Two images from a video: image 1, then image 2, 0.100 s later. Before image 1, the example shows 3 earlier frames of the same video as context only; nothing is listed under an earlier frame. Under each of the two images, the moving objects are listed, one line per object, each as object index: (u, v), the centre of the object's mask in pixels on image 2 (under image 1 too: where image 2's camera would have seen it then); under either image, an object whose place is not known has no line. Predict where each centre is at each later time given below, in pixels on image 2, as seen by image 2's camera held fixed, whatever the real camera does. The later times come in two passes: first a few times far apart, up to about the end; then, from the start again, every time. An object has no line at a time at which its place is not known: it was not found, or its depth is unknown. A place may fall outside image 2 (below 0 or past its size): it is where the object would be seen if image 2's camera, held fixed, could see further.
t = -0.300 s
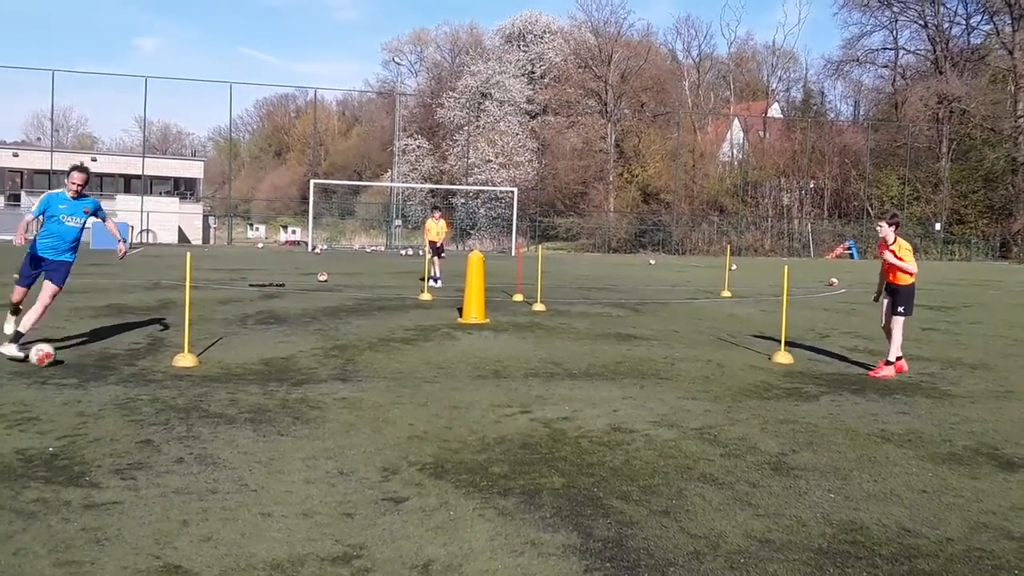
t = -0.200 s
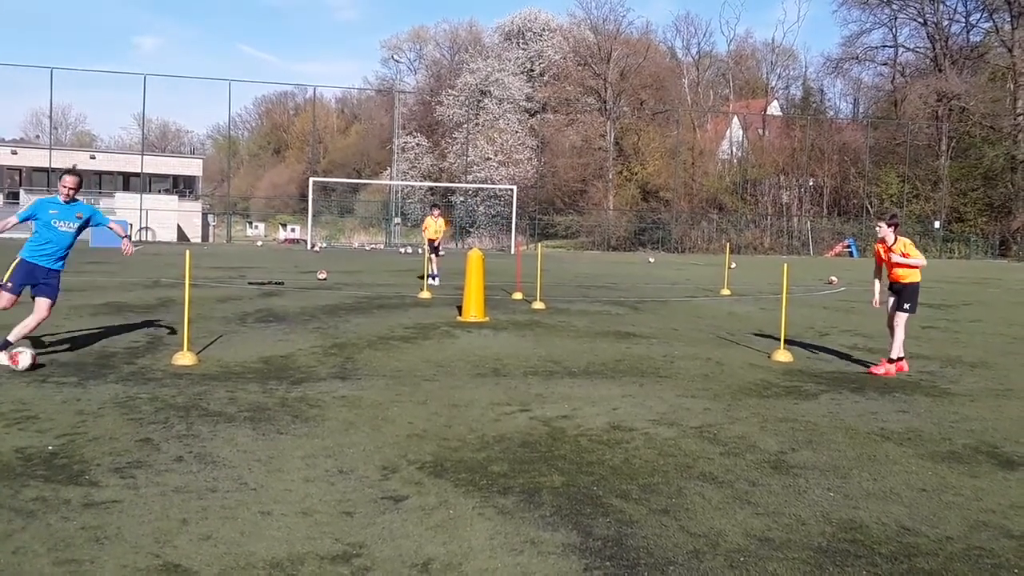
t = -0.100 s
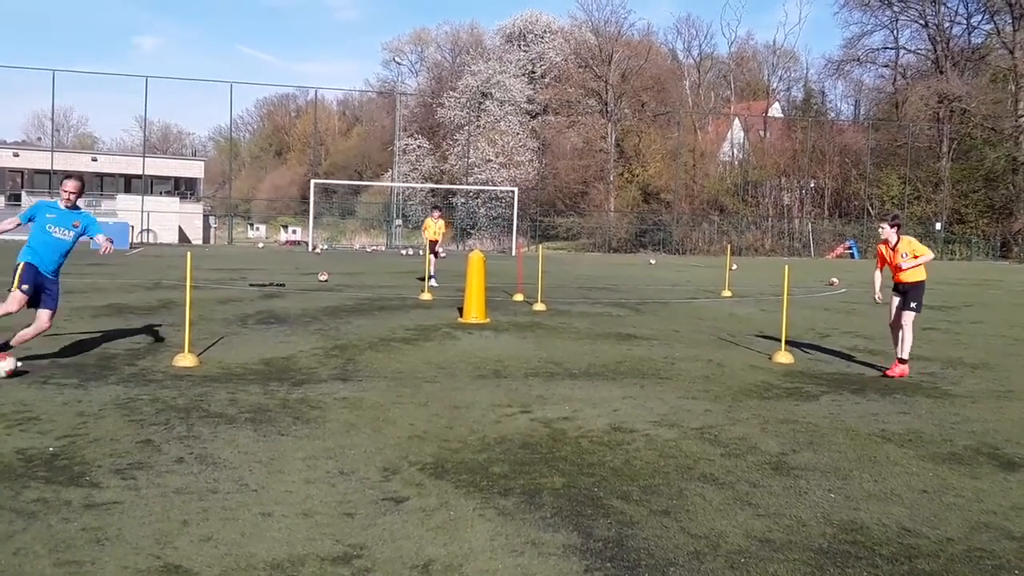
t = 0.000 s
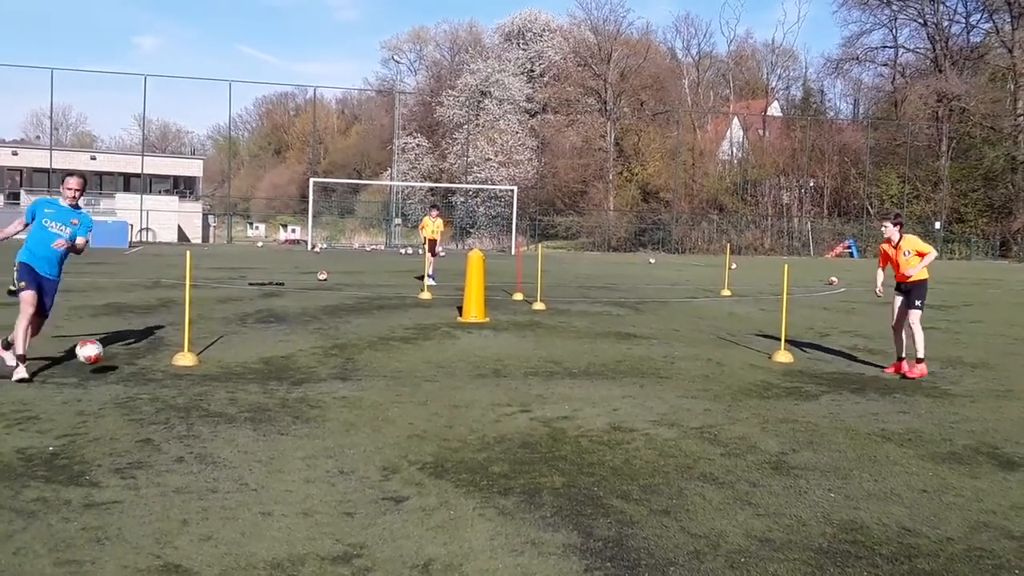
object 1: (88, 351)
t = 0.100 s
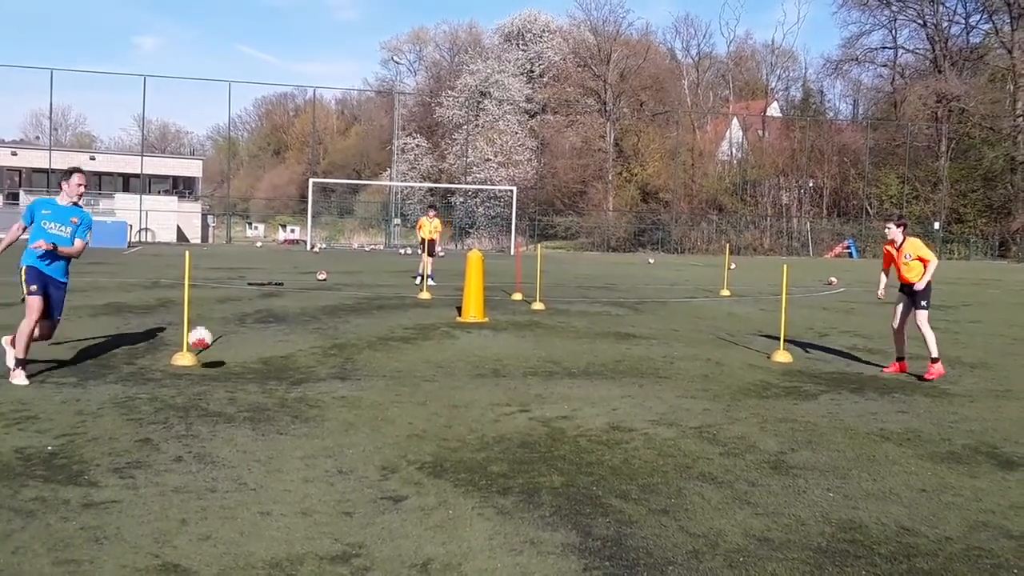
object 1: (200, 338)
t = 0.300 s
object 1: (398, 348)
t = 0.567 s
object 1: (586, 347)
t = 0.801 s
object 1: (721, 350)
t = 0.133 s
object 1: (235, 336)
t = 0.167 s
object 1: (270, 336)
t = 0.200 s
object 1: (304, 337)
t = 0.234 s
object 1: (336, 340)
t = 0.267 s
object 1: (368, 344)
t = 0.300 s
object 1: (398, 348)
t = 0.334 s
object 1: (428, 355)
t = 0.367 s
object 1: (456, 359)
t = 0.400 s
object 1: (478, 354)
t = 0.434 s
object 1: (501, 350)
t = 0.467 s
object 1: (523, 347)
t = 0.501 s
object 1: (544, 346)
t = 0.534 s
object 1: (565, 346)
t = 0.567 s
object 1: (586, 347)
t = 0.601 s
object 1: (606, 349)
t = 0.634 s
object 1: (626, 352)
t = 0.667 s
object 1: (646, 357)
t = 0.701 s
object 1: (665, 357)
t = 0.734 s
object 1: (684, 353)
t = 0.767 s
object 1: (703, 351)
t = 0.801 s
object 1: (721, 350)
